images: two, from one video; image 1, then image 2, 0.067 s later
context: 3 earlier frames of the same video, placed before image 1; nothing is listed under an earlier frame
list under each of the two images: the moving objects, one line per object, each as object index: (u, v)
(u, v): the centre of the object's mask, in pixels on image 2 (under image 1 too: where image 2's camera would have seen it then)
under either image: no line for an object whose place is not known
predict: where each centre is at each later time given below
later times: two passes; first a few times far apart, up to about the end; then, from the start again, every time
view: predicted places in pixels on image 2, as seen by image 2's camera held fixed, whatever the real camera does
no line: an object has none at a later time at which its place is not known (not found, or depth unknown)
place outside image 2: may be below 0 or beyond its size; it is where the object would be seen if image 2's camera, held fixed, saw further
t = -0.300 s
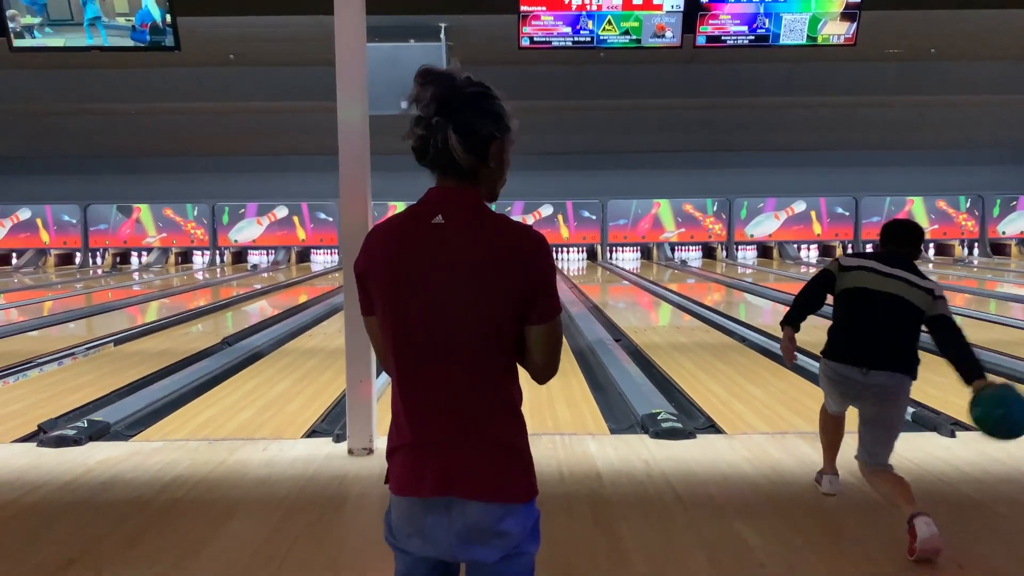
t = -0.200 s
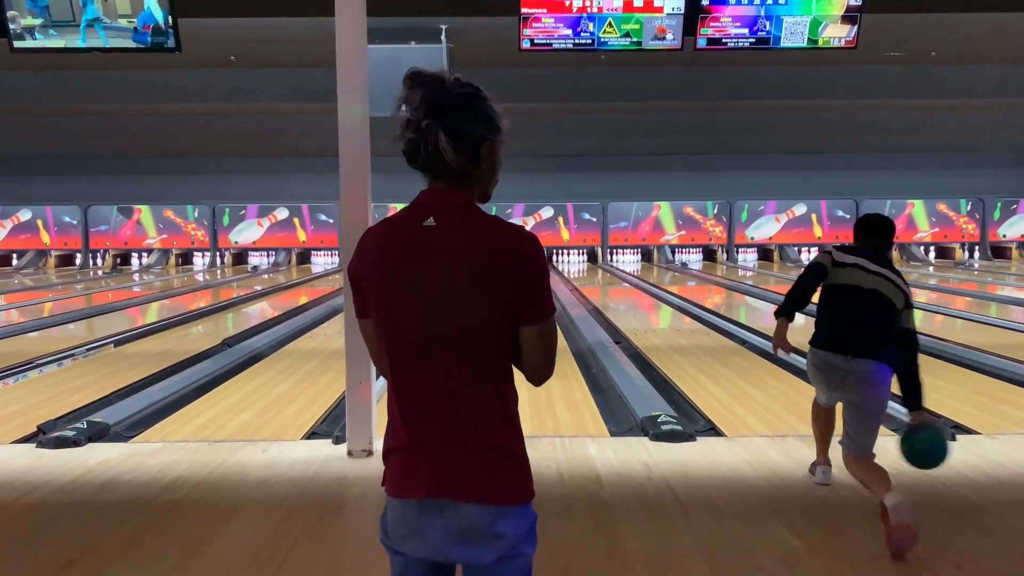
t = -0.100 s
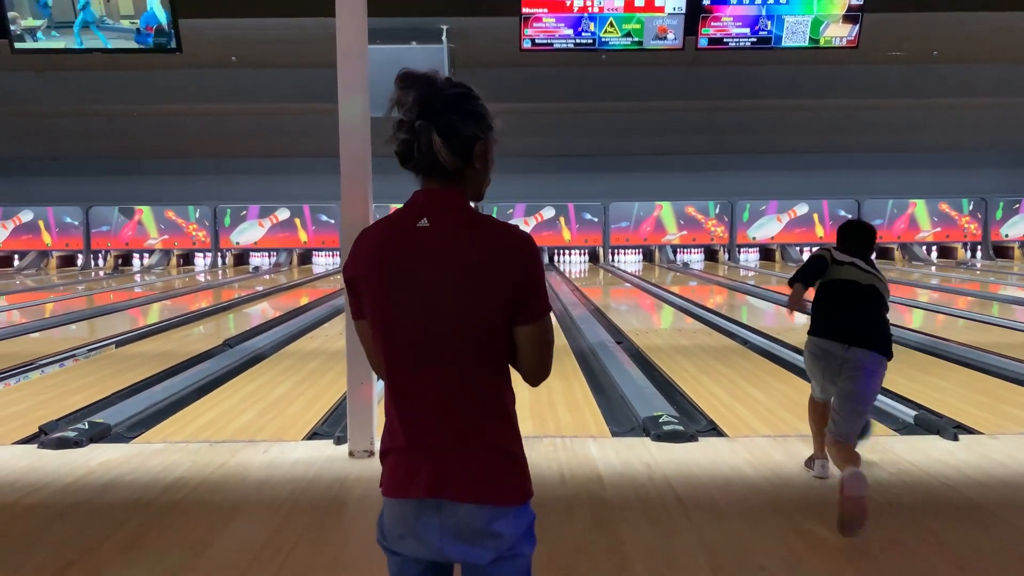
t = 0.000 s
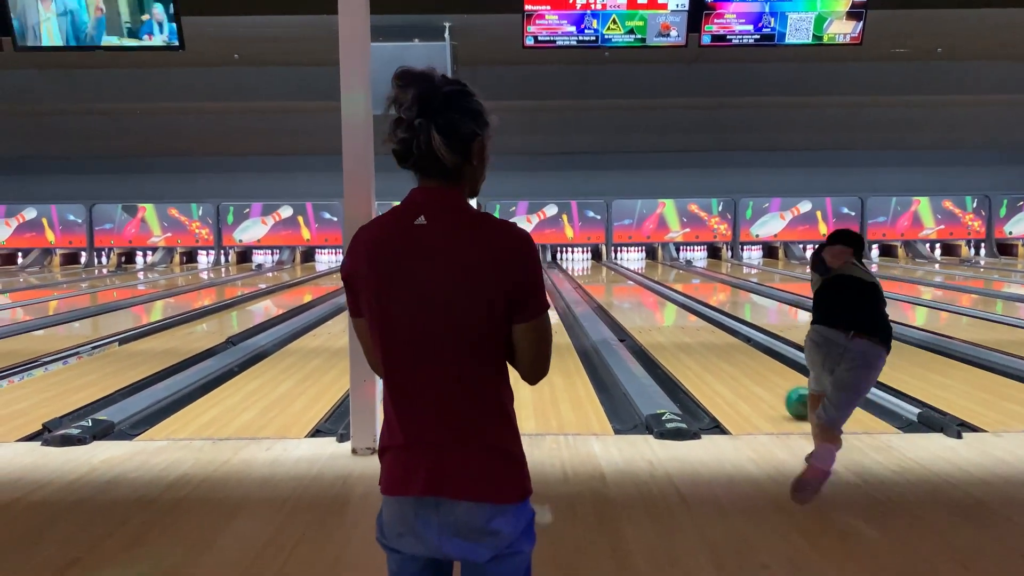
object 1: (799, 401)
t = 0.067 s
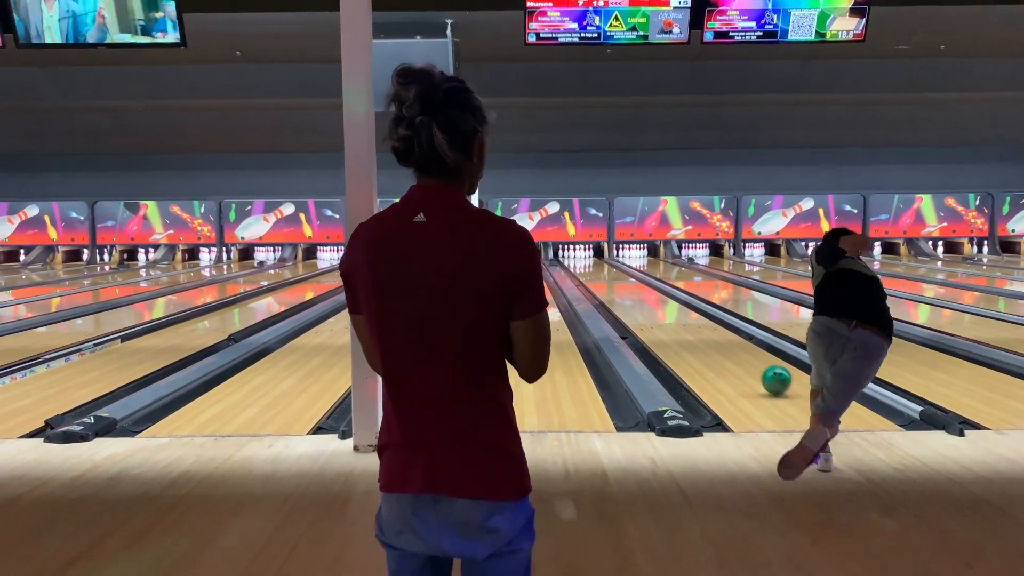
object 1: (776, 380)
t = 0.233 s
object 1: (726, 348)
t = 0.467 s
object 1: (682, 318)
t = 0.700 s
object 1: (652, 300)
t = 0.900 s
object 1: (627, 289)
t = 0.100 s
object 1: (764, 373)
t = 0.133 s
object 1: (754, 366)
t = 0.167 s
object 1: (744, 360)
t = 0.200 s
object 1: (735, 354)
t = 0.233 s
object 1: (726, 348)
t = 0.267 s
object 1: (719, 343)
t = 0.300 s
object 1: (712, 338)
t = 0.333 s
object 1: (705, 334)
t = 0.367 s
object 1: (699, 329)
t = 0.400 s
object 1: (693, 325)
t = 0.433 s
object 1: (687, 322)
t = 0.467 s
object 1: (682, 318)
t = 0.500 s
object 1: (677, 315)
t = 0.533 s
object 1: (672, 312)
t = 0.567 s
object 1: (668, 309)
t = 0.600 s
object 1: (664, 307)
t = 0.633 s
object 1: (660, 305)
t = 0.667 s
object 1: (656, 302)
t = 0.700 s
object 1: (652, 300)
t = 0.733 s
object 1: (647, 298)
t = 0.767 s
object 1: (643, 296)
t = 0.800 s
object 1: (639, 294)
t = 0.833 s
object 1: (635, 293)
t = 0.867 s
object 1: (631, 291)
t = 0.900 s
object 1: (627, 289)
